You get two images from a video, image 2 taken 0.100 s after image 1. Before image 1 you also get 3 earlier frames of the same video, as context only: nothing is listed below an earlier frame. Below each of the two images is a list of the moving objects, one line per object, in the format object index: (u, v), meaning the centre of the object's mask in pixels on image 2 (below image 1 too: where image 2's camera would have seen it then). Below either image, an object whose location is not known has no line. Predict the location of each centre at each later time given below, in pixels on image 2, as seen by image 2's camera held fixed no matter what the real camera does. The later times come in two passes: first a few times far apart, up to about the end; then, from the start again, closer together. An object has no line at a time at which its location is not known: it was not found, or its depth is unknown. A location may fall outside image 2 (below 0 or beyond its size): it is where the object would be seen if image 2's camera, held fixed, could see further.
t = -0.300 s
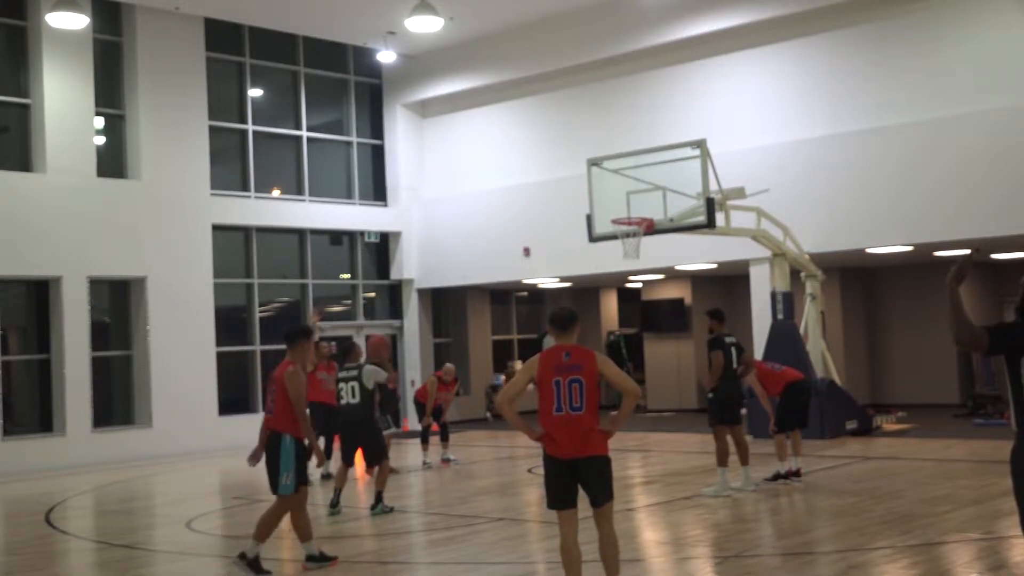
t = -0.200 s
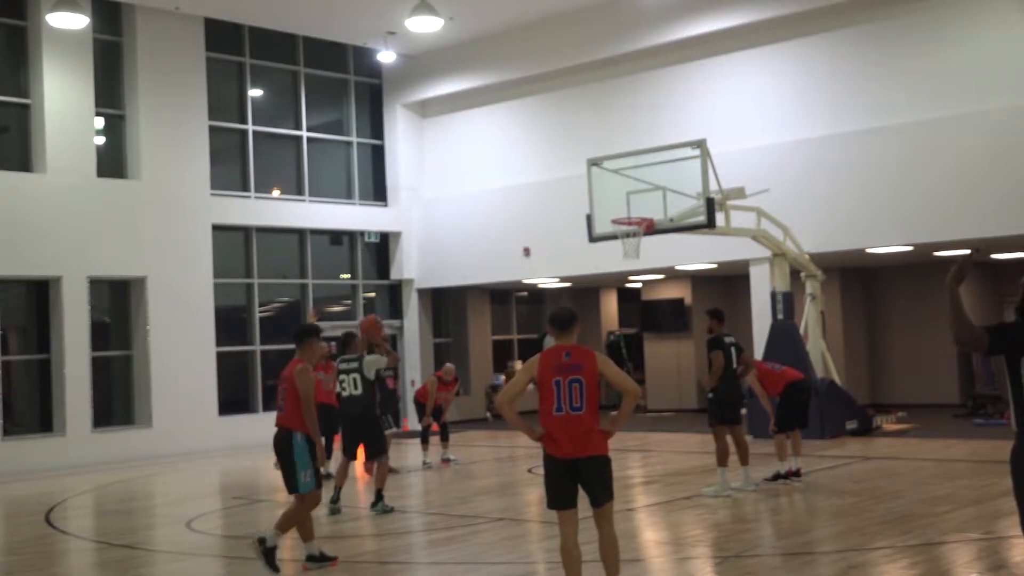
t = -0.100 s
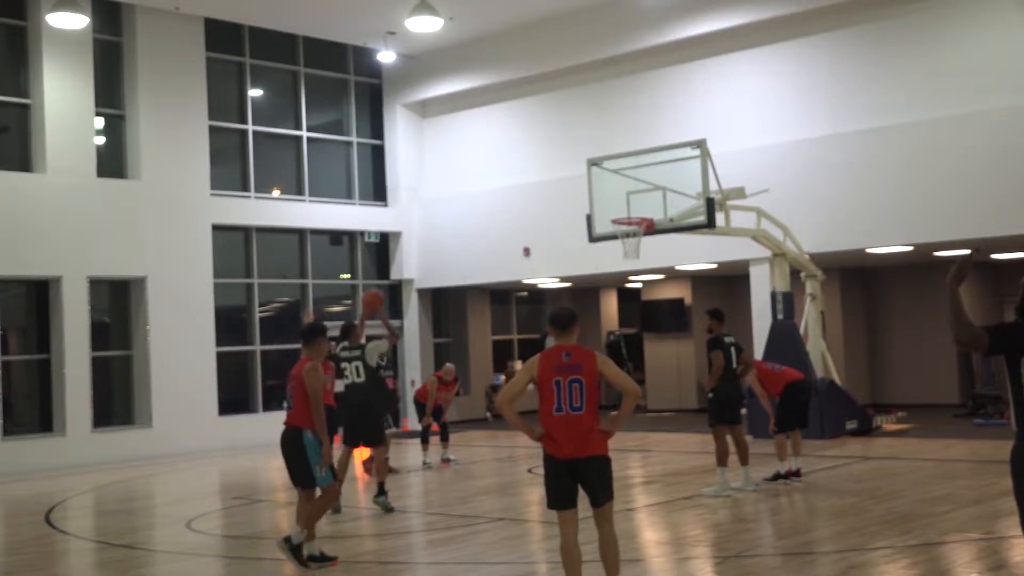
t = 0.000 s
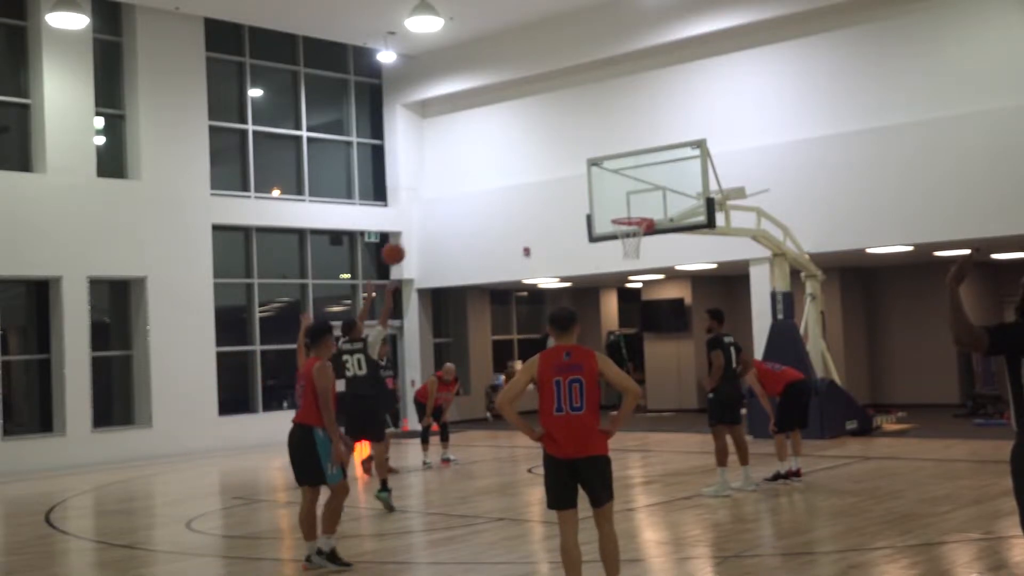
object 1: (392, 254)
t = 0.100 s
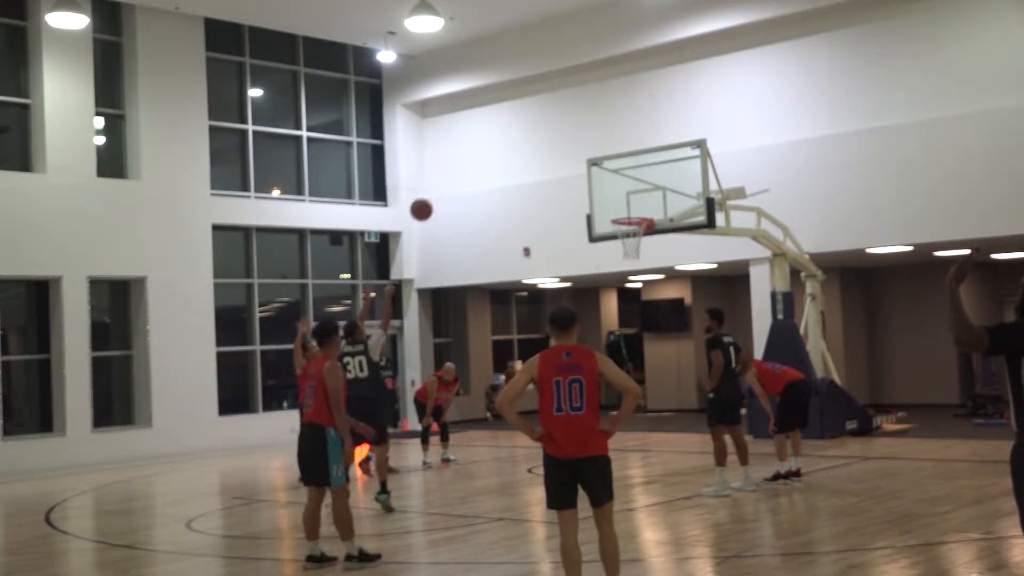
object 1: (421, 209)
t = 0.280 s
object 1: (469, 158)
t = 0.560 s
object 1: (539, 138)
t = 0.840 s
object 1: (604, 183)
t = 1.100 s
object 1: (633, 212)
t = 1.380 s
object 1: (650, 265)
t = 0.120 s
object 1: (426, 202)
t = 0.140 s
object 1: (432, 195)
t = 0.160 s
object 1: (437, 188)
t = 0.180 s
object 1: (443, 182)
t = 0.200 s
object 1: (448, 177)
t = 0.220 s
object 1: (453, 171)
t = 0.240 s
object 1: (458, 166)
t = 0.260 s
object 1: (464, 162)
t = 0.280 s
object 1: (469, 158)
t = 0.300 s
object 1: (474, 154)
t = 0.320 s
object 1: (479, 151)
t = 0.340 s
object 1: (484, 148)
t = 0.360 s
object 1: (489, 145)
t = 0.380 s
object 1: (495, 143)
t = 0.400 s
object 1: (500, 141)
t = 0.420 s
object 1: (505, 139)
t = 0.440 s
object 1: (510, 138)
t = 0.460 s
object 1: (515, 137)
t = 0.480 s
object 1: (519, 137)
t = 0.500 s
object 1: (524, 137)
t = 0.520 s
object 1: (529, 137)
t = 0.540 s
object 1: (534, 137)
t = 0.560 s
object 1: (539, 138)
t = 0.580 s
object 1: (544, 139)
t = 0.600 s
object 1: (548, 141)
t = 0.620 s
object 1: (553, 143)
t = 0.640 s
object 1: (558, 145)
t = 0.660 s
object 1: (562, 147)
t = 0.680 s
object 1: (567, 150)
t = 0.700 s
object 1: (572, 153)
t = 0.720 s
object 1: (576, 157)
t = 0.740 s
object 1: (581, 160)
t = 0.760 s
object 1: (586, 164)
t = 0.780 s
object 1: (590, 169)
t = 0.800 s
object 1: (595, 173)
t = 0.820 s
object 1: (599, 178)
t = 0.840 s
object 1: (604, 183)
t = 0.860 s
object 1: (609, 189)
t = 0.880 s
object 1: (613, 194)
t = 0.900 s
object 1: (618, 201)
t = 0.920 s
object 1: (622, 207)
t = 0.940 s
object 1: (626, 213)
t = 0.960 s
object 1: (627, 213)
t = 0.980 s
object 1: (628, 211)
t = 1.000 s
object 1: (629, 211)
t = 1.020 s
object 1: (630, 211)
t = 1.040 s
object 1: (630, 211)
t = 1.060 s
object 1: (631, 211)
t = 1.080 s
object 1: (632, 211)
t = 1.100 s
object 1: (633, 212)
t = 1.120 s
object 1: (634, 214)
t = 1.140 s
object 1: (635, 215)
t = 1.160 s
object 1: (636, 217)
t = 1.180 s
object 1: (638, 221)
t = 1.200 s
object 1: (638, 223)
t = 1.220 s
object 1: (640, 227)
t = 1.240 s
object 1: (640, 231)
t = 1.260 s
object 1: (642, 234)
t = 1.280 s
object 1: (643, 239)
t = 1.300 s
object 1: (644, 244)
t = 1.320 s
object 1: (646, 249)
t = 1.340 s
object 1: (647, 254)
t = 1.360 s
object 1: (648, 260)
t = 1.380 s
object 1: (650, 265)
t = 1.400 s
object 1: (651, 273)
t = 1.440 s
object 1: (654, 289)
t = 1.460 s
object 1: (656, 298)
